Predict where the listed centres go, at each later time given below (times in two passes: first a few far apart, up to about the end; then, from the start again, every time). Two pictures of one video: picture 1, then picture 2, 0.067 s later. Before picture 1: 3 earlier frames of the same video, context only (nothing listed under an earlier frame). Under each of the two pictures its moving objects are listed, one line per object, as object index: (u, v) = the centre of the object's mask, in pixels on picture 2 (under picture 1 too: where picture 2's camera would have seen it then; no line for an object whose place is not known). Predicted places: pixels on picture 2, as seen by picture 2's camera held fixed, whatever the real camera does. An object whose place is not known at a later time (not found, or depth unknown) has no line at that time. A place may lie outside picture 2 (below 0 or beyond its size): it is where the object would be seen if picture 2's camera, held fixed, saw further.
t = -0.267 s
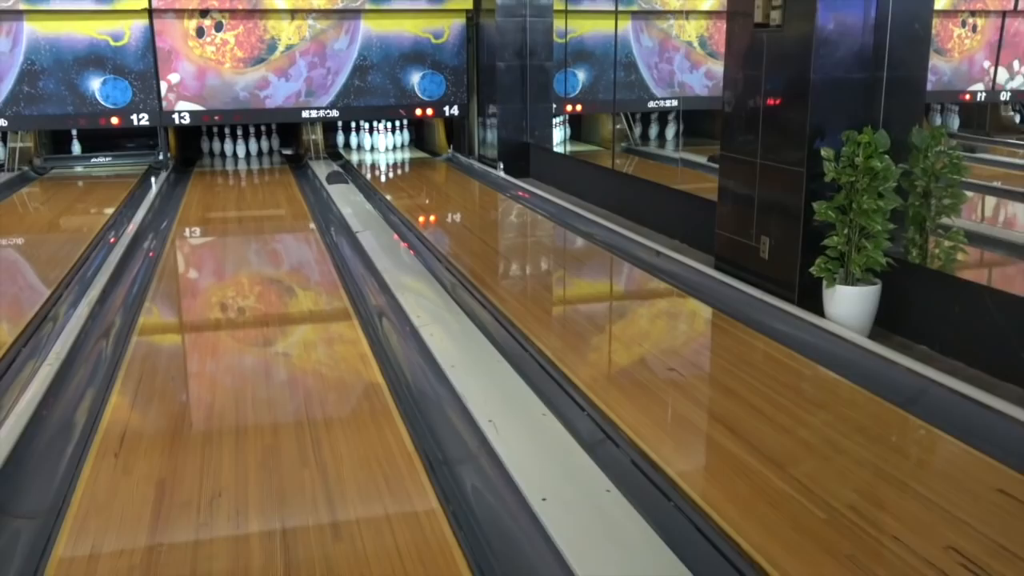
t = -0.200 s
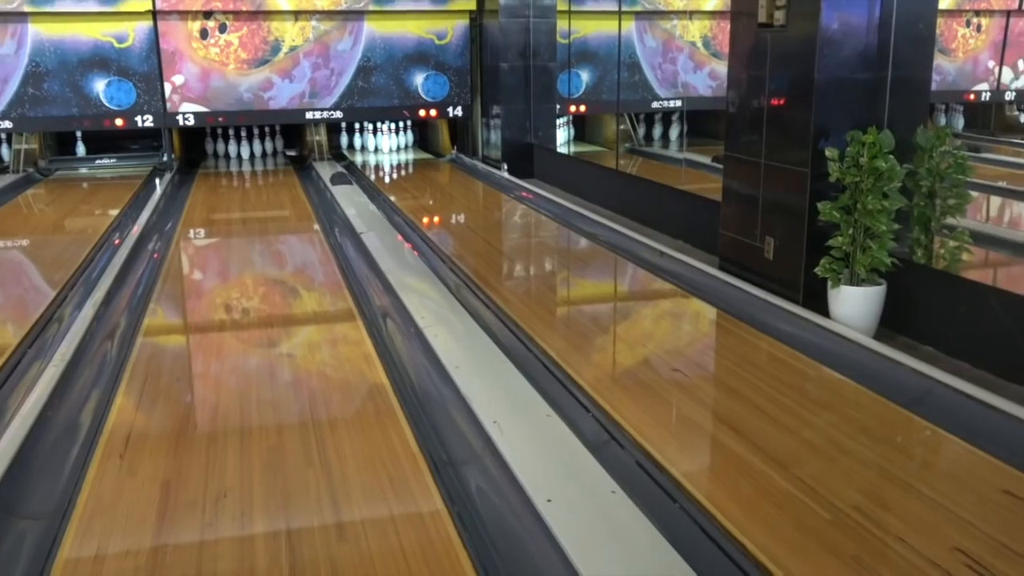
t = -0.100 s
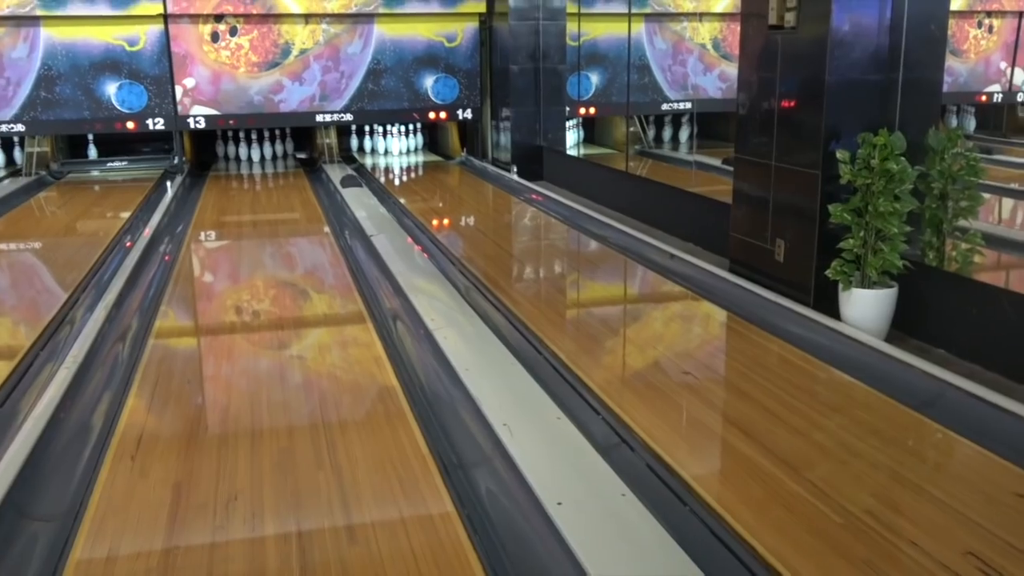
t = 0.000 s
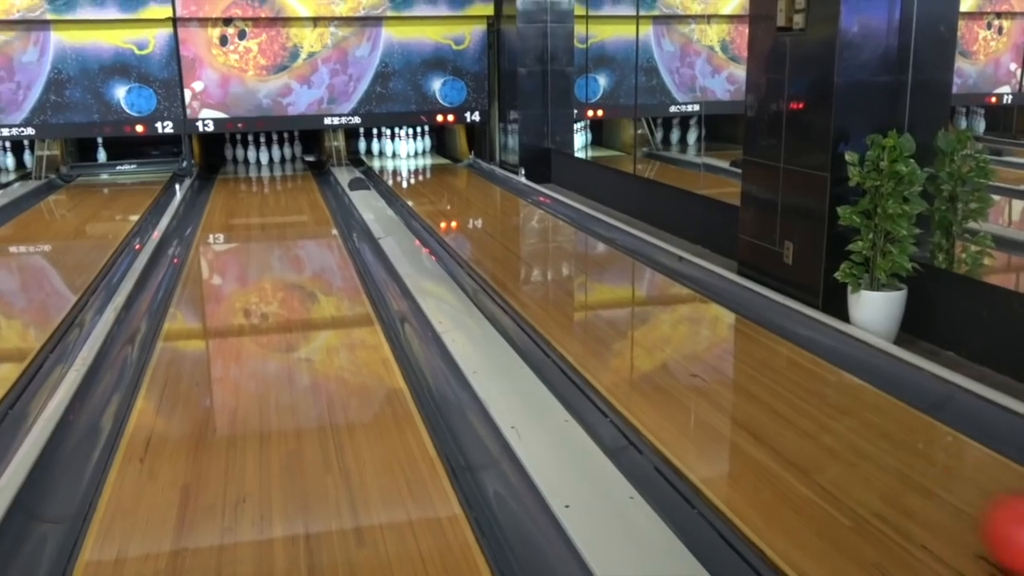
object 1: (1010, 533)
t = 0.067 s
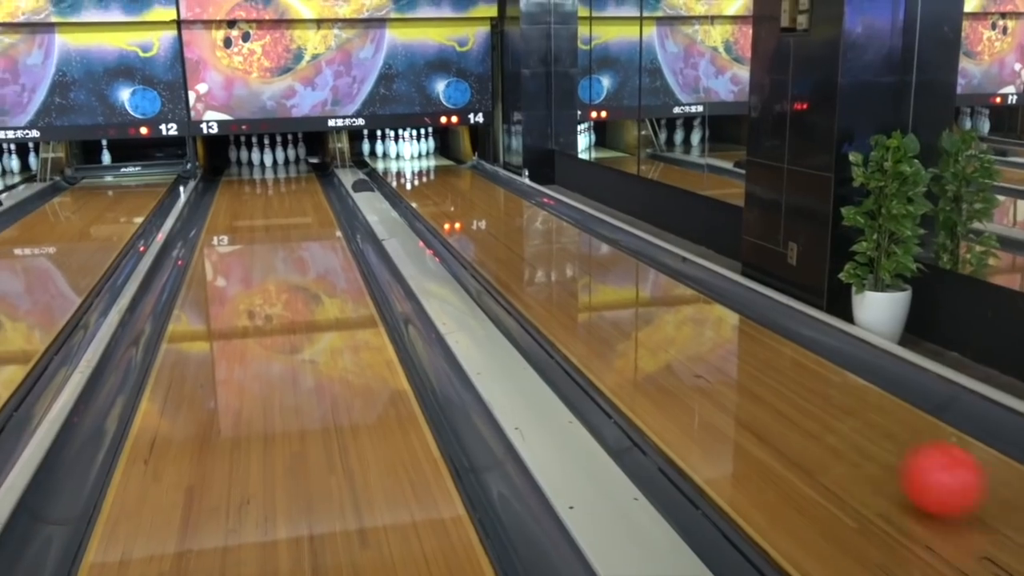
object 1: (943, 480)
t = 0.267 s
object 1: (761, 370)
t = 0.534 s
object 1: (630, 289)
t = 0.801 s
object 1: (553, 243)
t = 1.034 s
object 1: (510, 216)
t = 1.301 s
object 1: (474, 194)
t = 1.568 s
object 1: (449, 177)
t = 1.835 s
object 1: (431, 166)
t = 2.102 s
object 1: (417, 156)
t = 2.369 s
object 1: (420, 150)
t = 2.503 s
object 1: (425, 150)
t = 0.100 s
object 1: (904, 456)
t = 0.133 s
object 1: (869, 435)
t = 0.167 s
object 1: (838, 416)
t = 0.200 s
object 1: (810, 399)
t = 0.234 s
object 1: (784, 384)
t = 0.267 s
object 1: (761, 370)
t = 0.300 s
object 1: (740, 356)
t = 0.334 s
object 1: (720, 344)
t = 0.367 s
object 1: (702, 333)
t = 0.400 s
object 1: (686, 323)
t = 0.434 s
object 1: (670, 314)
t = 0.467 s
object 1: (656, 305)
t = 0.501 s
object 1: (642, 297)
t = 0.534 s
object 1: (630, 289)
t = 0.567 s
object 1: (618, 282)
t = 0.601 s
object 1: (607, 275)
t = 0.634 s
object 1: (597, 270)
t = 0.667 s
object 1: (588, 264)
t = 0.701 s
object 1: (578, 258)
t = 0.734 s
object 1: (570, 253)
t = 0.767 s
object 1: (561, 248)
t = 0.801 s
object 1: (553, 243)
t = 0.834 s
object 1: (546, 239)
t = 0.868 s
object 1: (539, 234)
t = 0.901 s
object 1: (533, 230)
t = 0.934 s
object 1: (526, 227)
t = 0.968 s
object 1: (520, 223)
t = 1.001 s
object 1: (515, 219)
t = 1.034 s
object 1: (510, 216)
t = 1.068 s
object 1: (505, 213)
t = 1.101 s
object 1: (500, 210)
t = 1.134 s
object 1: (495, 207)
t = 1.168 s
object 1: (490, 204)
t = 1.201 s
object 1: (486, 201)
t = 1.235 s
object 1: (482, 198)
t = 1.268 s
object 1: (477, 196)
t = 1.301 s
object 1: (474, 194)
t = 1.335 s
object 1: (471, 191)
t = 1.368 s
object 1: (467, 189)
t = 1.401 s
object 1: (463, 187)
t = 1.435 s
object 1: (460, 185)
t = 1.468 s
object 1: (458, 183)
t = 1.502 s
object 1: (454, 181)
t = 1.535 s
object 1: (451, 179)
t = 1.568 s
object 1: (449, 177)
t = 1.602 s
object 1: (446, 176)
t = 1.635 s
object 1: (444, 174)
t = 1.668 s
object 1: (441, 173)
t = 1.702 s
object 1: (439, 171)
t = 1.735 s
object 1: (437, 170)
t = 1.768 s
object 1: (435, 169)
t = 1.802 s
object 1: (433, 167)
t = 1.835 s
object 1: (431, 166)
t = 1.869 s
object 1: (429, 164)
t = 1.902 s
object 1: (427, 163)
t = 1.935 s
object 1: (425, 161)
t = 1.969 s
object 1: (424, 161)
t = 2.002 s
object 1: (422, 159)
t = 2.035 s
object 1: (420, 158)
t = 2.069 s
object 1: (419, 157)
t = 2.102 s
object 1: (417, 156)
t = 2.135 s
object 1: (416, 155)
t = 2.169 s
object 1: (415, 154)
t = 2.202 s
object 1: (413, 153)
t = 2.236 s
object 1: (415, 152)
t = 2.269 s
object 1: (416, 152)
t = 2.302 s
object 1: (416, 151)
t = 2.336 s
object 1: (419, 151)
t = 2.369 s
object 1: (420, 150)
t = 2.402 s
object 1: (421, 150)
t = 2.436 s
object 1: (422, 150)
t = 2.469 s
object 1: (424, 150)
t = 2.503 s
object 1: (425, 150)
